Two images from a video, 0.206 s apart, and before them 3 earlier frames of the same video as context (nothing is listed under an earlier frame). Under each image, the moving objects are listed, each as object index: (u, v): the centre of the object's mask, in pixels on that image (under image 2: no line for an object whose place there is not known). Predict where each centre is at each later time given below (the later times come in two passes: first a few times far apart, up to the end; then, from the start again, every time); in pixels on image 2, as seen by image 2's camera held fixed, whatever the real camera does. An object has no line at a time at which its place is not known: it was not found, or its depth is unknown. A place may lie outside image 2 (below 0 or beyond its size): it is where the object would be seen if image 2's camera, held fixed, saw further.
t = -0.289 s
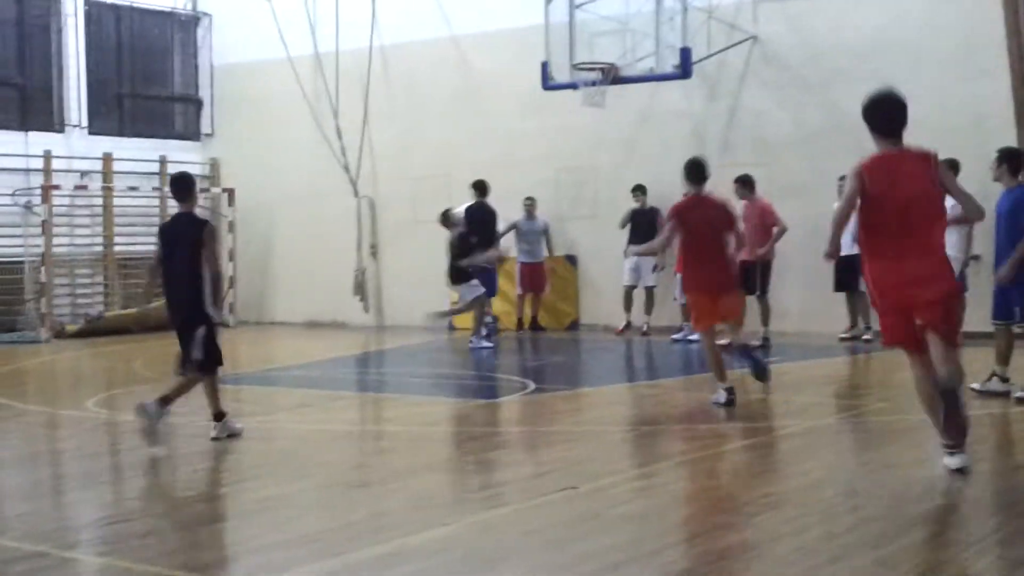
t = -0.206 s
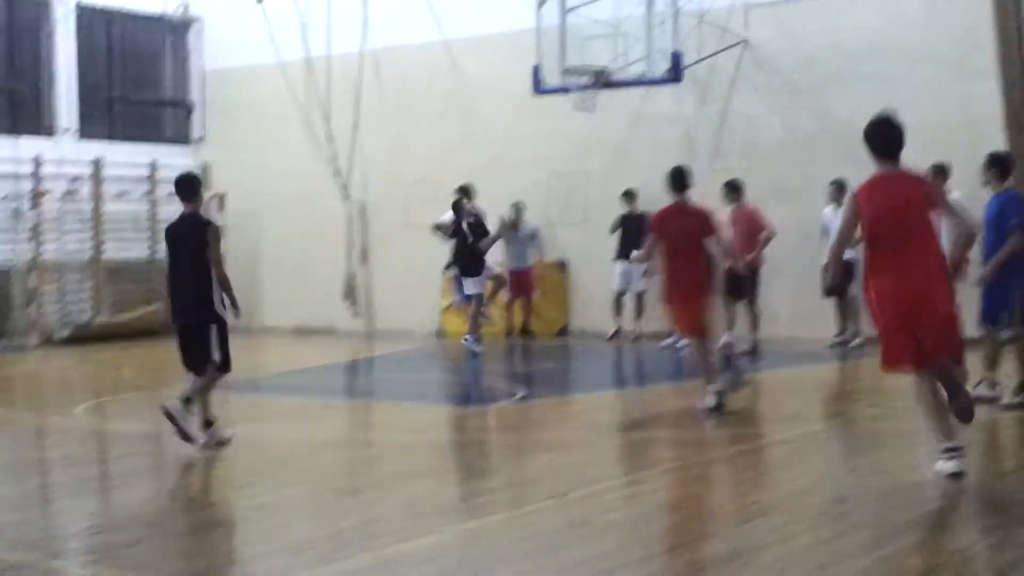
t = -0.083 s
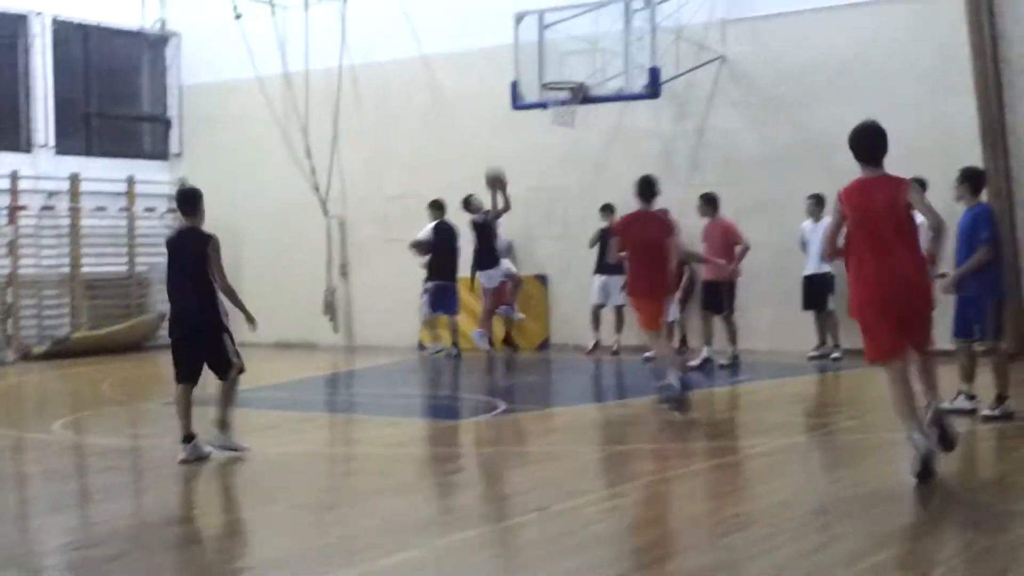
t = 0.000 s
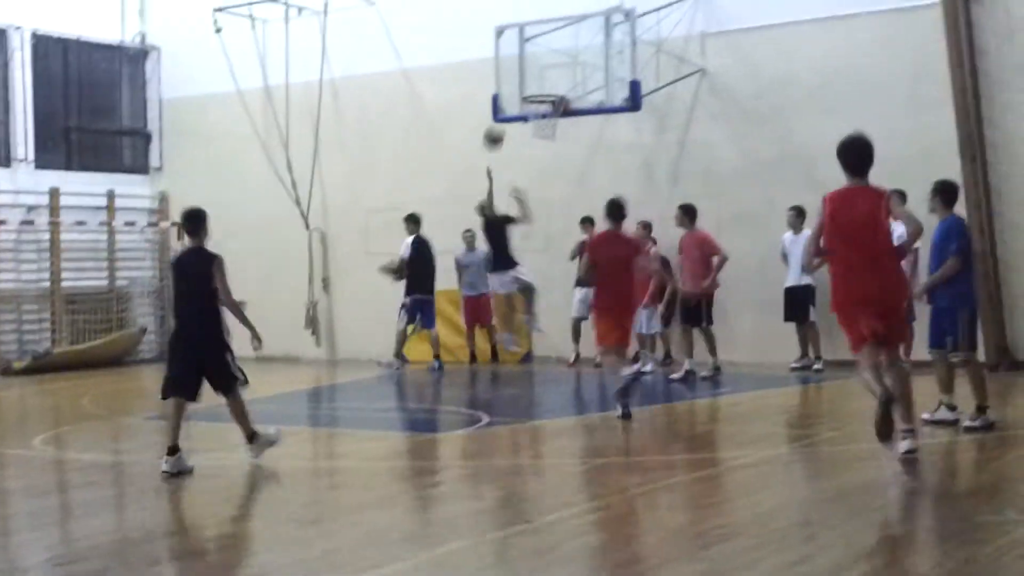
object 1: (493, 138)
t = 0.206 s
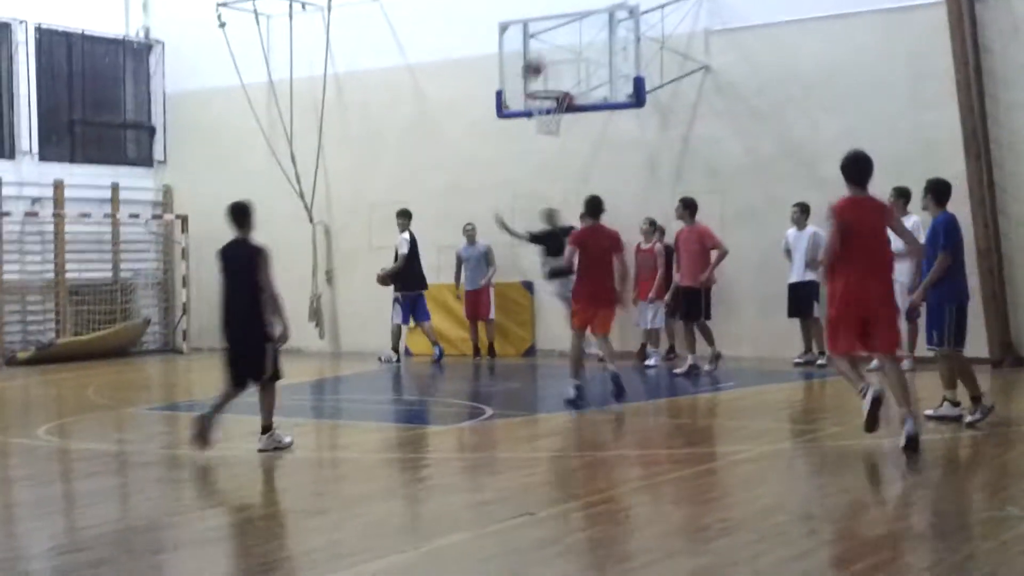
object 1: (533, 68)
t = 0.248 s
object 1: (539, 59)
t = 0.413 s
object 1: (546, 50)
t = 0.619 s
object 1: (555, 77)
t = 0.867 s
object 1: (546, 105)
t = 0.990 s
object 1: (553, 126)
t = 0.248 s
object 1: (539, 59)
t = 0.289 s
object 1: (545, 52)
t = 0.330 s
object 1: (546, 51)
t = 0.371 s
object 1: (546, 50)
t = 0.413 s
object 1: (546, 50)
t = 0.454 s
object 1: (548, 53)
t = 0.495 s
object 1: (550, 56)
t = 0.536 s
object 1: (552, 61)
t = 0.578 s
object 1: (553, 68)
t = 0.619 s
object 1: (555, 77)
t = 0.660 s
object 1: (556, 84)
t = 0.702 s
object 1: (547, 88)
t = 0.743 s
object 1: (545, 90)
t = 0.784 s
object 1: (539, 95)
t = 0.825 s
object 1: (542, 100)
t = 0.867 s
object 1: (546, 105)
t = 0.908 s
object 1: (545, 112)
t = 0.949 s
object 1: (551, 121)
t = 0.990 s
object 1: (553, 126)
